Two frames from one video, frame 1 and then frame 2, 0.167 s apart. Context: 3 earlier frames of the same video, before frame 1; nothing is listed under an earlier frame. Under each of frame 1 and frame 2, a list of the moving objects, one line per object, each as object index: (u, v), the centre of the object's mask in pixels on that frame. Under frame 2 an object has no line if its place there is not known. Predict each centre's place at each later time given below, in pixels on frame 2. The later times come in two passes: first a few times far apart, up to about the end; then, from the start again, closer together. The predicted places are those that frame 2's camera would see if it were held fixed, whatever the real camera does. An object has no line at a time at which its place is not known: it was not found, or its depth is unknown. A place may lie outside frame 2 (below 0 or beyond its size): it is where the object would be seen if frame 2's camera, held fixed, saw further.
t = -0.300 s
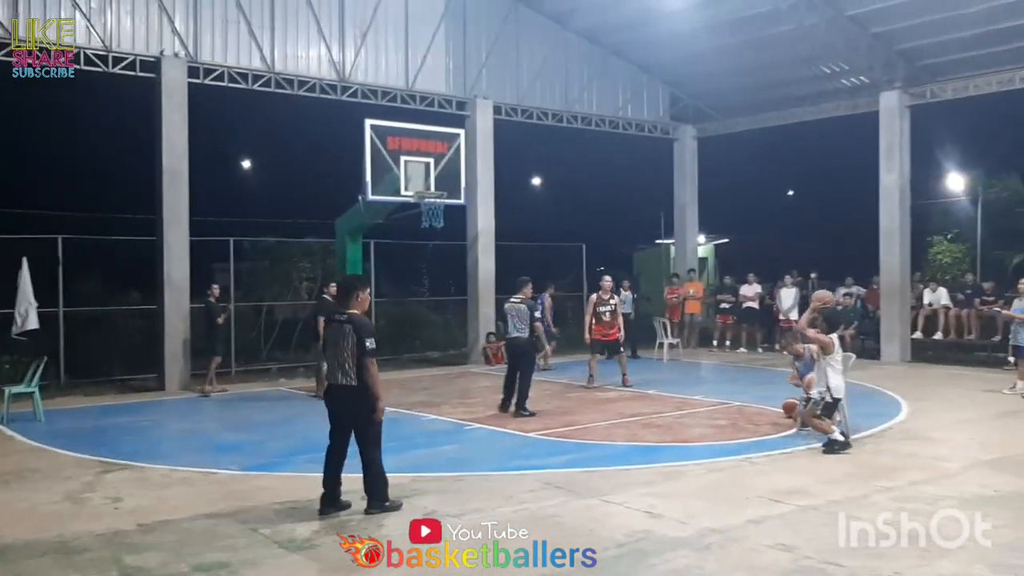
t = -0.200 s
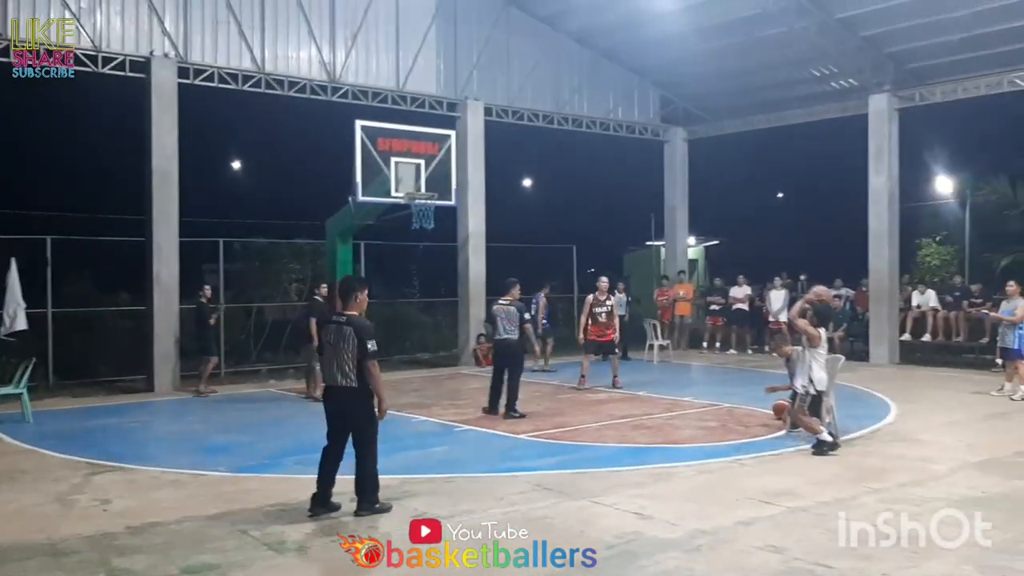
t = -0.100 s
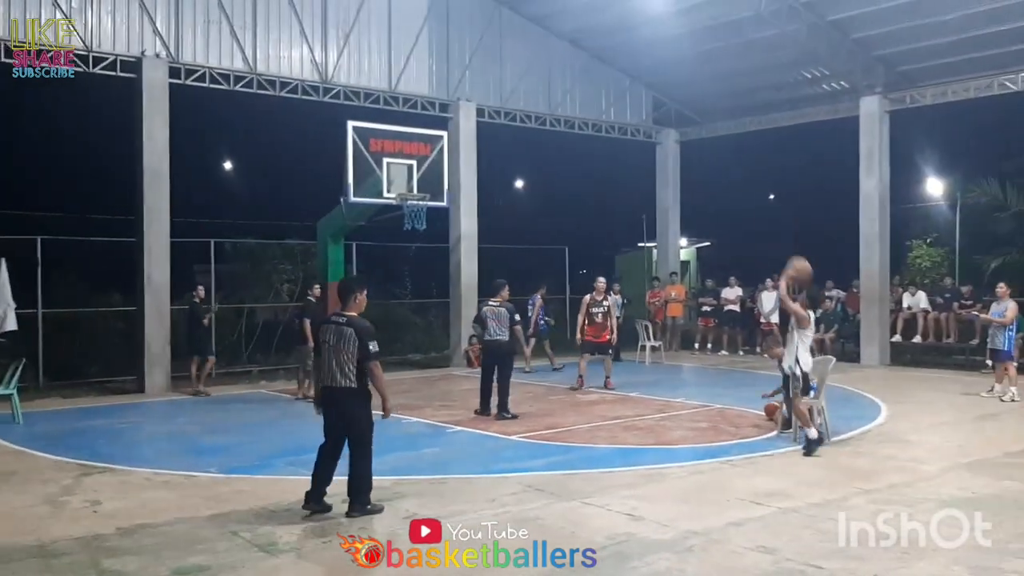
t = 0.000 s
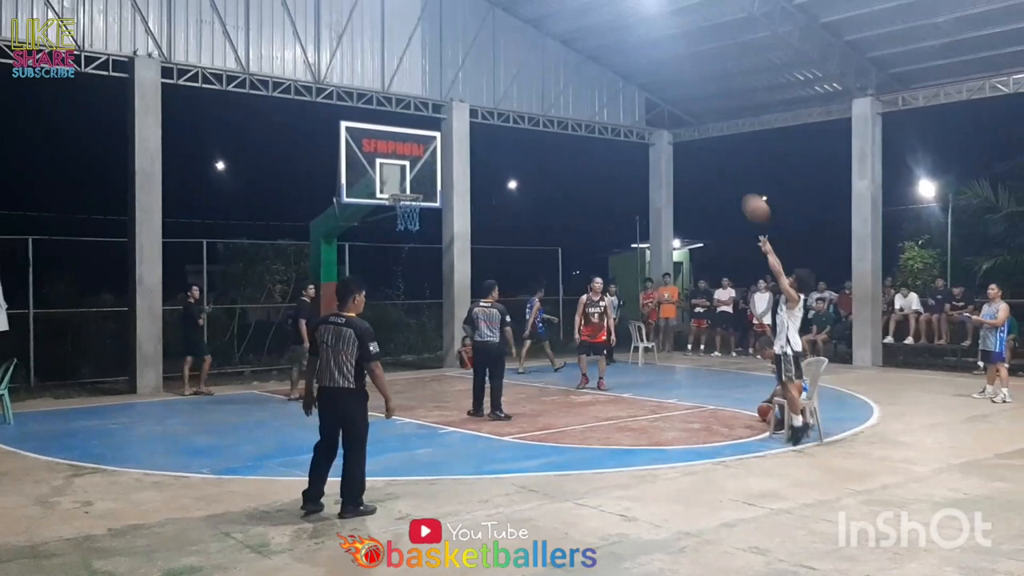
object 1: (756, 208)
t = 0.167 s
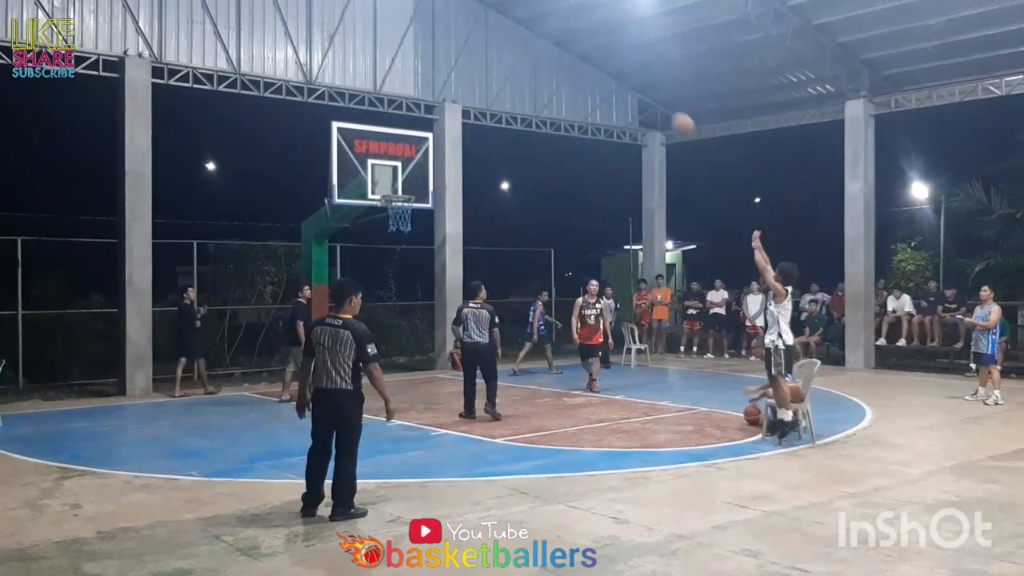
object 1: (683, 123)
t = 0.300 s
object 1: (636, 81)
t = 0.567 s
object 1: (557, 44)
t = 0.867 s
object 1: (483, 71)
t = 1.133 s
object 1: (430, 141)
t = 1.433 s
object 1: (390, 228)
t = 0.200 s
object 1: (671, 110)
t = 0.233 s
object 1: (659, 101)
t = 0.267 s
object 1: (648, 90)
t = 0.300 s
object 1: (636, 81)
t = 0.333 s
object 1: (626, 73)
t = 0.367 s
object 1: (615, 66)
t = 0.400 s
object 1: (604, 59)
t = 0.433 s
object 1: (594, 54)
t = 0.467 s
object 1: (585, 51)
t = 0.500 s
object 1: (575, 47)
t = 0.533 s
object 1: (566, 45)
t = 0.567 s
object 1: (557, 44)
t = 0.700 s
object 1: (522, 48)
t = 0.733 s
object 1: (514, 52)
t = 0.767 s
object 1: (506, 56)
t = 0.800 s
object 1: (498, 60)
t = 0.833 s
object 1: (491, 65)
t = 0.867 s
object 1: (483, 71)
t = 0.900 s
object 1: (476, 78)
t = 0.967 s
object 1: (463, 94)
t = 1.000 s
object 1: (455, 102)
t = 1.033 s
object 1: (449, 114)
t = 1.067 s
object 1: (442, 119)
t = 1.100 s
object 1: (437, 129)
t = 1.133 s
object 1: (430, 141)
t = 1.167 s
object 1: (425, 150)
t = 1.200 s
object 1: (418, 164)
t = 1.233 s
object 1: (414, 175)
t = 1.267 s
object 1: (407, 187)
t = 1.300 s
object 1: (401, 202)
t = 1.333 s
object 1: (397, 207)
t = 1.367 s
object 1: (397, 214)
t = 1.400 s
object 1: (394, 221)
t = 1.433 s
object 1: (390, 228)
